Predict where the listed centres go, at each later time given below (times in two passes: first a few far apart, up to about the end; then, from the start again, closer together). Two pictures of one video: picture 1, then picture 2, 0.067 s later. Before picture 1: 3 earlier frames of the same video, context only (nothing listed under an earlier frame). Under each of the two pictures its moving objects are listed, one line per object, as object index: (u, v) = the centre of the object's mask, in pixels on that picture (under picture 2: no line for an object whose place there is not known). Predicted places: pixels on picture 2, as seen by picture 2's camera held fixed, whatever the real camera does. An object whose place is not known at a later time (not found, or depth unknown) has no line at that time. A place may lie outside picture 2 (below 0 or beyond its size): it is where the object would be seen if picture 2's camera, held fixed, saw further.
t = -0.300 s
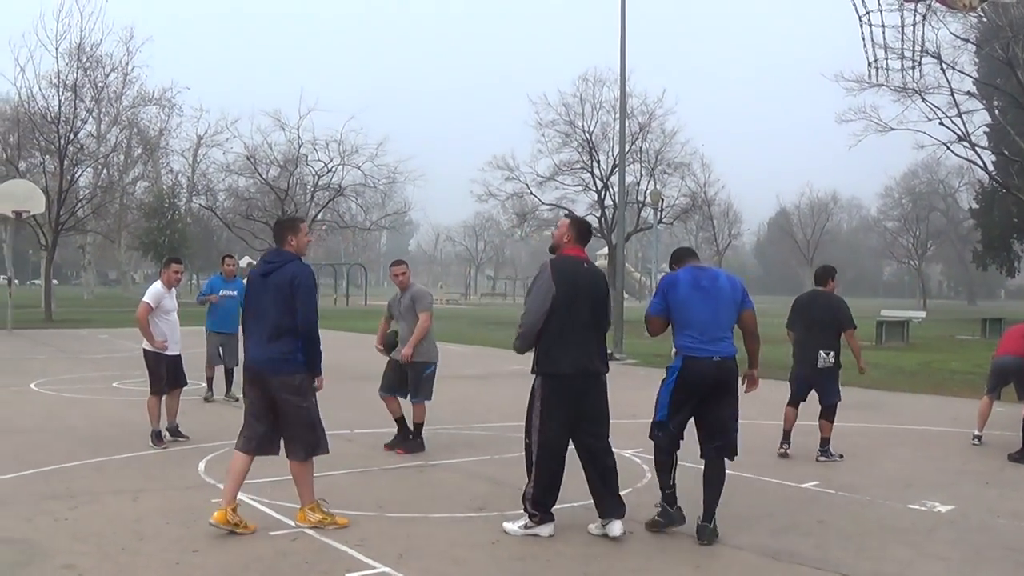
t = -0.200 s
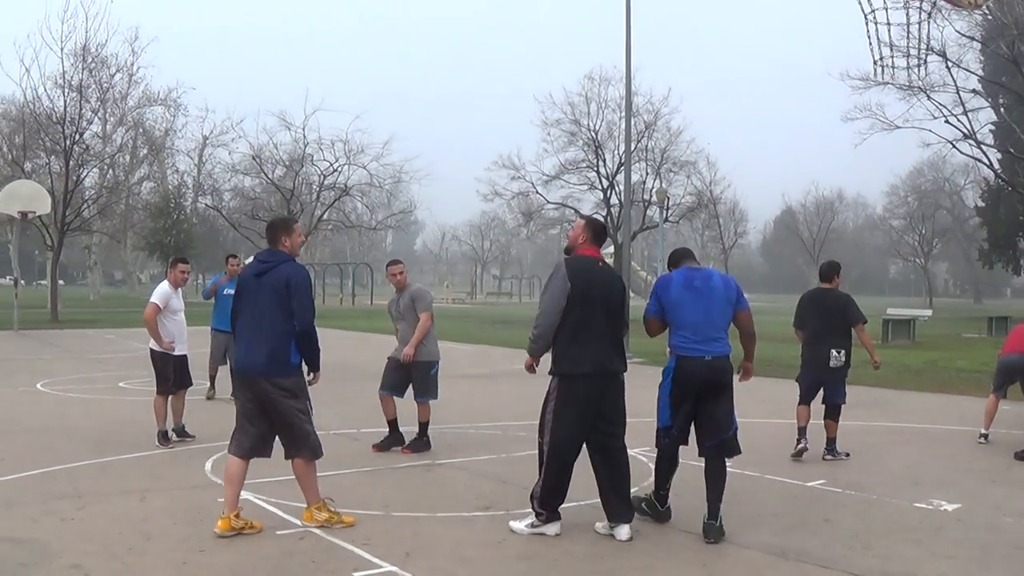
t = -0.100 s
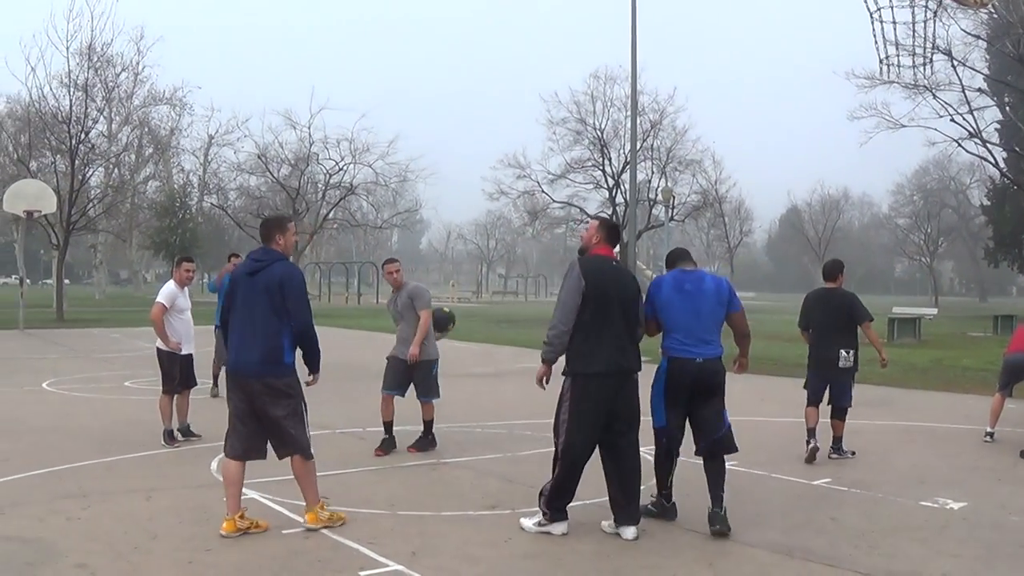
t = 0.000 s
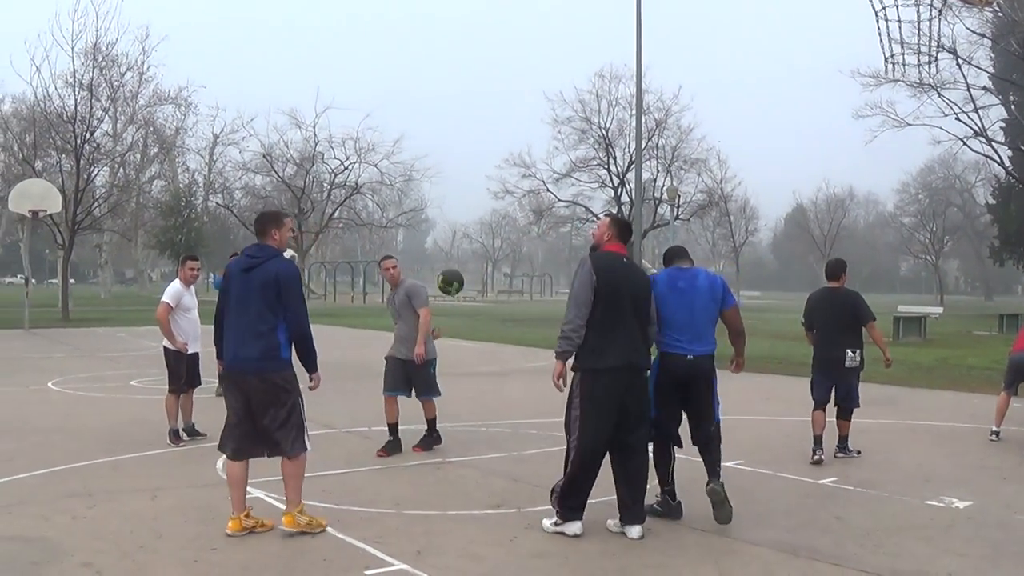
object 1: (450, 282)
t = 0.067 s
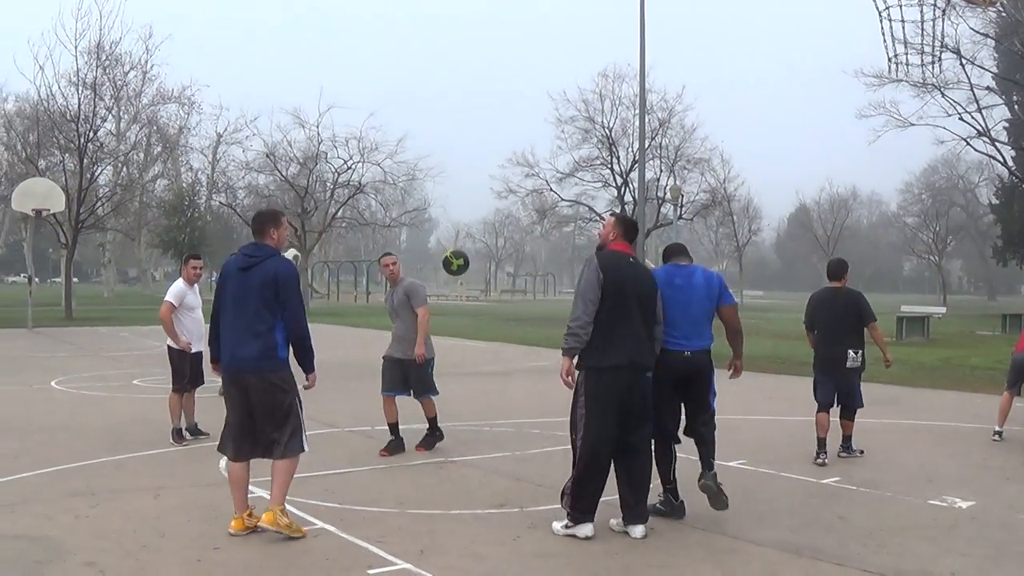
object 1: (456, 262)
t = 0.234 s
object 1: (460, 236)
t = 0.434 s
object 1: (467, 244)
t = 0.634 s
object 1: (473, 298)
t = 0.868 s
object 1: (479, 419)
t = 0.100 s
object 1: (457, 254)
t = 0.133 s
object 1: (457, 248)
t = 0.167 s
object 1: (458, 242)
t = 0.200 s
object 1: (460, 238)
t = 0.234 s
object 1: (460, 236)
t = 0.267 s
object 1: (461, 234)
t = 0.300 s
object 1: (462, 234)
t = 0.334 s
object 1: (464, 234)
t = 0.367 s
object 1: (465, 236)
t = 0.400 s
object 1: (466, 240)
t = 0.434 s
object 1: (467, 244)
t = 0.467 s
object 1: (468, 250)
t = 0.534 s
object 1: (470, 265)
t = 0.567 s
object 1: (471, 275)
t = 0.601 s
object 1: (473, 286)
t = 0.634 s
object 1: (473, 298)
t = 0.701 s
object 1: (475, 326)
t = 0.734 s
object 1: (476, 342)
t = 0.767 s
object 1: (477, 359)
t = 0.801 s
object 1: (478, 378)
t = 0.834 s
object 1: (479, 398)
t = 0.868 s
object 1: (479, 419)
